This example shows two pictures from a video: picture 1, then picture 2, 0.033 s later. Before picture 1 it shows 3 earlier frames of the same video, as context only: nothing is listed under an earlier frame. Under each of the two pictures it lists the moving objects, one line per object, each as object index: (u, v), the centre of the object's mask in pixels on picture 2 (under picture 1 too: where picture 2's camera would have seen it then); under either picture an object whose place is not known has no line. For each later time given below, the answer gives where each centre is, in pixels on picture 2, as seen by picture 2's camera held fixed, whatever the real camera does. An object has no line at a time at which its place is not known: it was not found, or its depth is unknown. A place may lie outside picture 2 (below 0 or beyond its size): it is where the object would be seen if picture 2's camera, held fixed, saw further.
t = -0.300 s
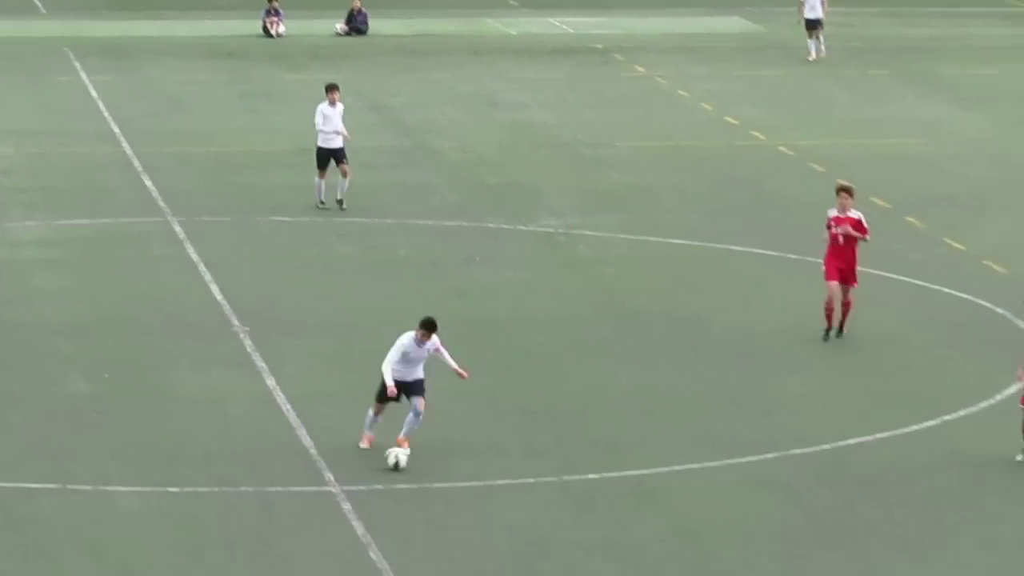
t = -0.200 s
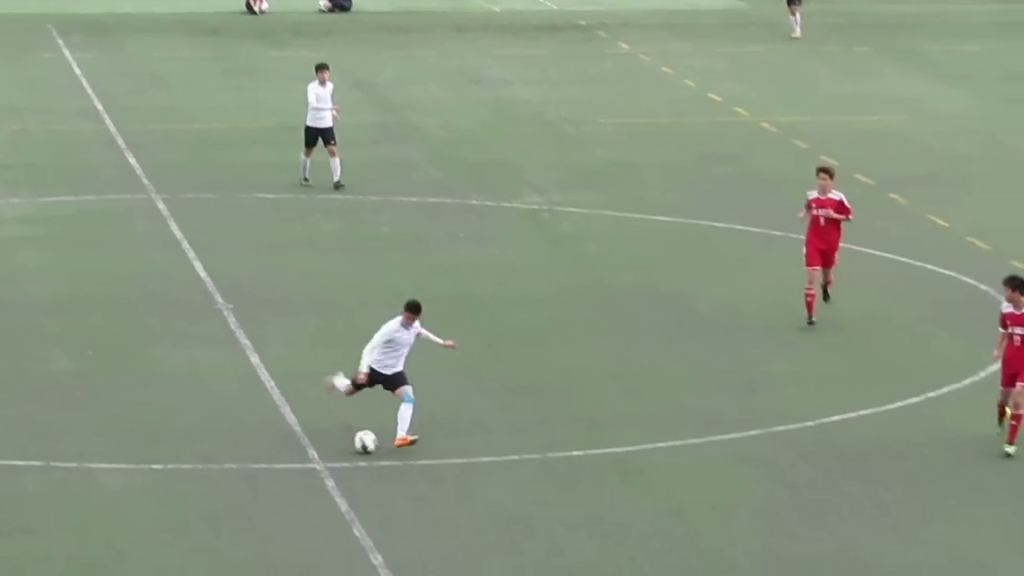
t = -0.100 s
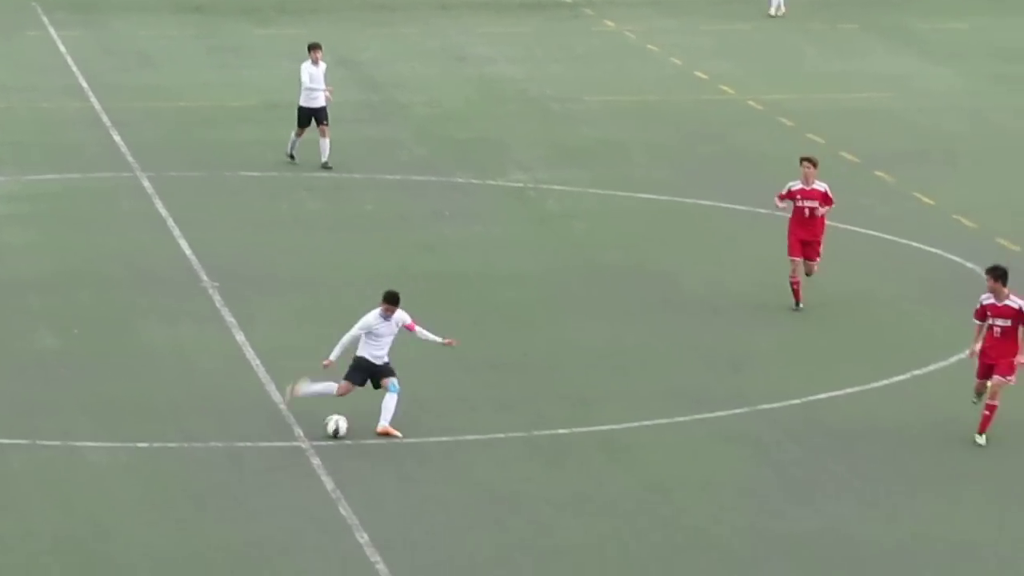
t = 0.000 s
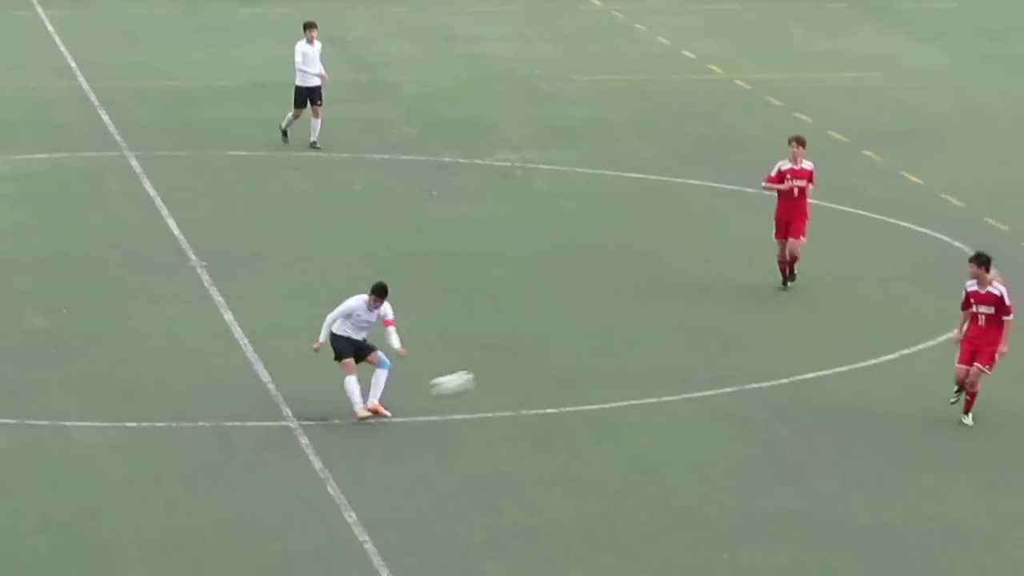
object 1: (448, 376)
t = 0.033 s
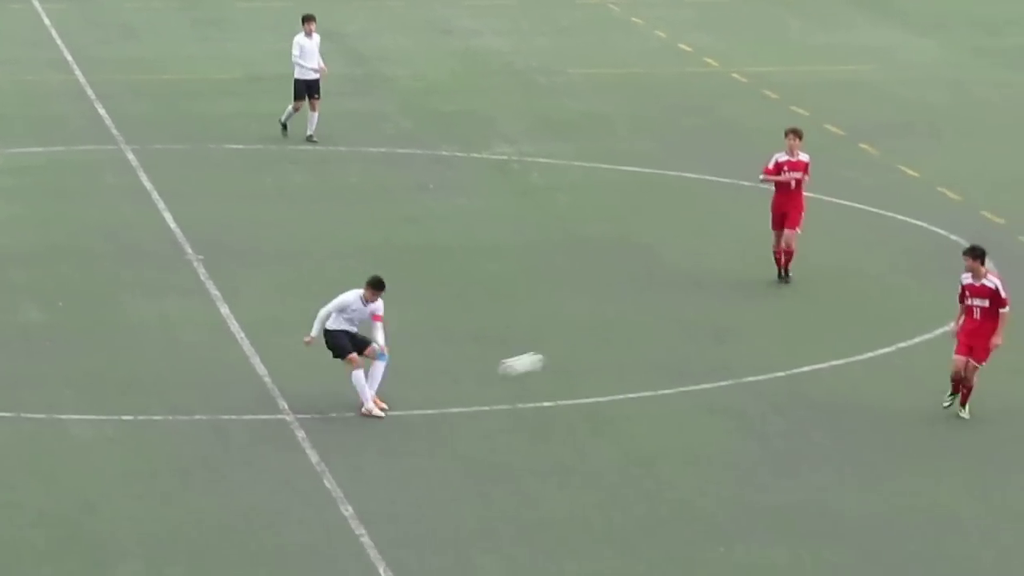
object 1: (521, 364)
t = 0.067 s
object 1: (596, 352)
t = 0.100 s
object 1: (670, 340)
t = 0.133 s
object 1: (743, 328)
